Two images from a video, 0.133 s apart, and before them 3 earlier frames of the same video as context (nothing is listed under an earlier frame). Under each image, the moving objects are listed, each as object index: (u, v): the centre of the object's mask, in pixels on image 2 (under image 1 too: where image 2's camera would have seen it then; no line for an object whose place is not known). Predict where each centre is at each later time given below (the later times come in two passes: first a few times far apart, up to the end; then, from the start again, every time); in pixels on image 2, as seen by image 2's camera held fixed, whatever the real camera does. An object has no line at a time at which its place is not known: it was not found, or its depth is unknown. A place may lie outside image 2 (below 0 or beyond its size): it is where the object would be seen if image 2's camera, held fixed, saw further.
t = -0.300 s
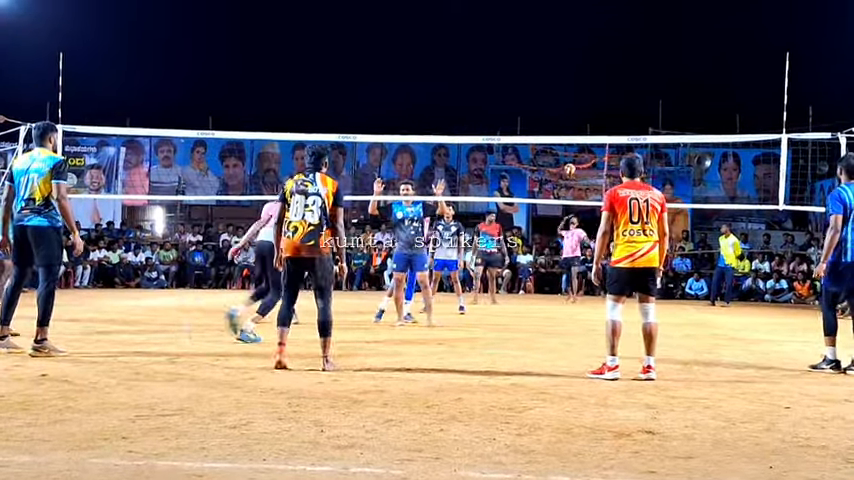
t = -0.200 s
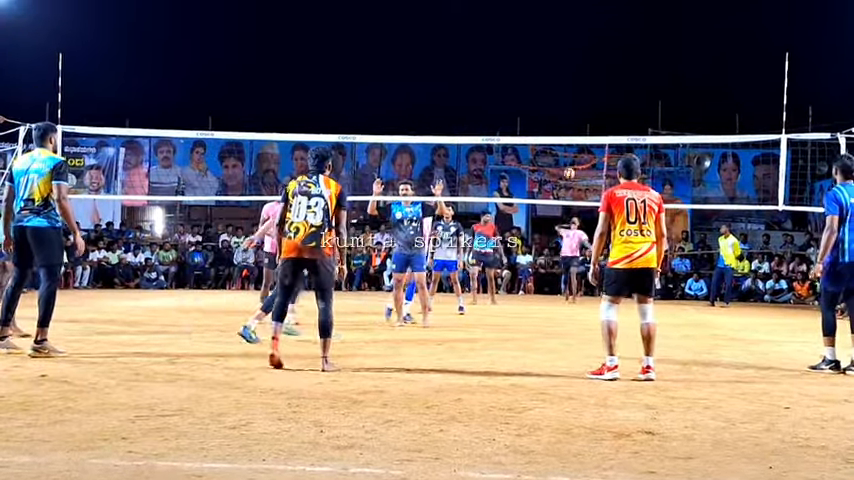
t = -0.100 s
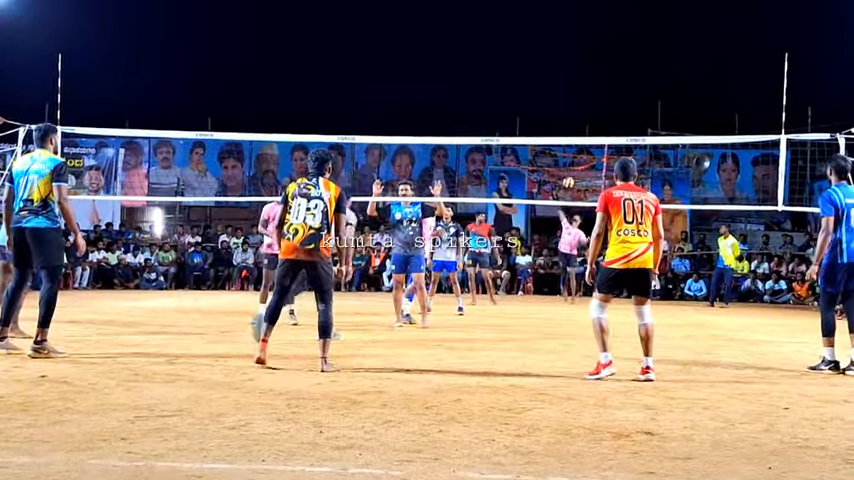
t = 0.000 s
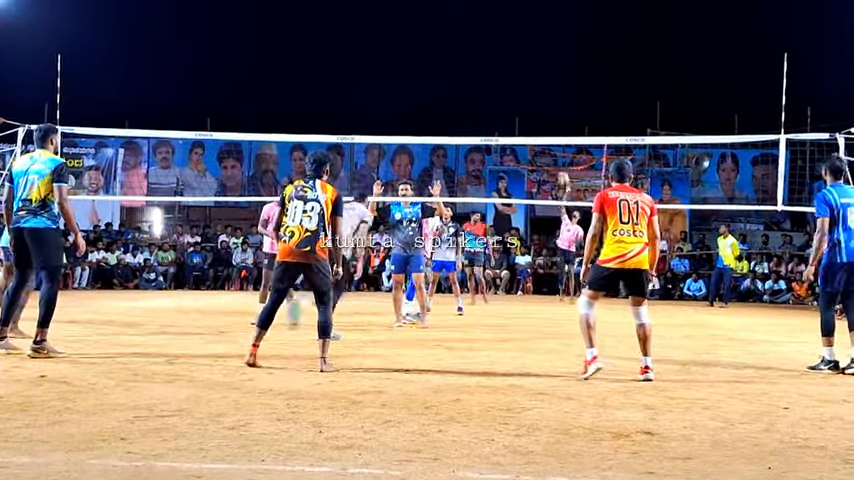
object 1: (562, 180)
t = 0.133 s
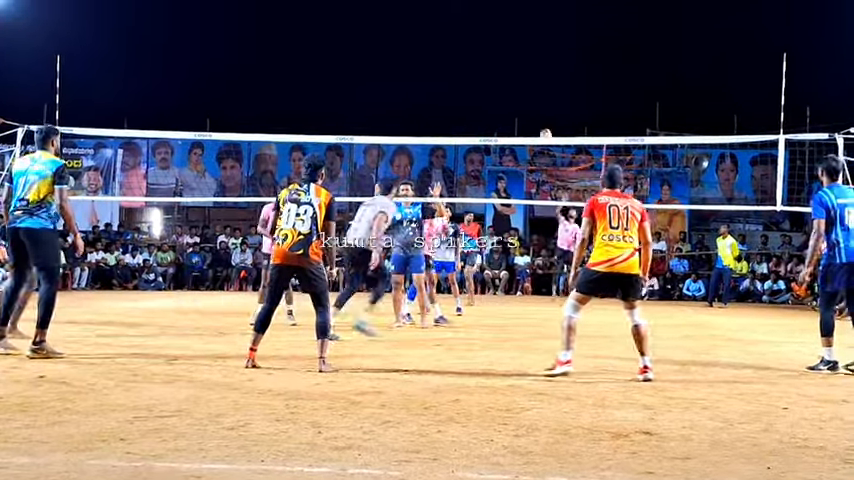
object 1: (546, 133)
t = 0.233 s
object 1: (530, 106)
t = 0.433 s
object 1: (493, 55)
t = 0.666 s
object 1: (438, 16)
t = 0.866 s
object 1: (382, 9)
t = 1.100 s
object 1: (301, 45)
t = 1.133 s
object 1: (287, 56)
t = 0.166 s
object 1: (541, 126)
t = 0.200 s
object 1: (536, 116)
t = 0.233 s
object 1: (530, 106)
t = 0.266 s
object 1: (525, 97)
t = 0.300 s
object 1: (519, 87)
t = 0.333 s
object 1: (513, 78)
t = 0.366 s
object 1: (507, 71)
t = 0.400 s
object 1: (500, 63)
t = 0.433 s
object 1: (493, 55)
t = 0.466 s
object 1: (487, 48)
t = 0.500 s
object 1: (479, 41)
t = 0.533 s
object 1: (471, 34)
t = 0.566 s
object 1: (463, 29)
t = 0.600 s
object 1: (455, 24)
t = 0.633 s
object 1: (447, 19)
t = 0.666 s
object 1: (438, 16)
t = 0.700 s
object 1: (430, 13)
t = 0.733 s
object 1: (420, 10)
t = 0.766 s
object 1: (411, 9)
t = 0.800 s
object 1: (402, 8)
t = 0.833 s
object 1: (392, 8)
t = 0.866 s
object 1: (382, 9)
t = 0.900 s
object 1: (372, 10)
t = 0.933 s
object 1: (361, 13)
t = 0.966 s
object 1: (350, 17)
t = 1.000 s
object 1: (339, 22)
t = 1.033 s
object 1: (326, 29)
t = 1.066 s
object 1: (314, 36)
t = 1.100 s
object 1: (301, 45)
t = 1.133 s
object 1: (287, 56)
